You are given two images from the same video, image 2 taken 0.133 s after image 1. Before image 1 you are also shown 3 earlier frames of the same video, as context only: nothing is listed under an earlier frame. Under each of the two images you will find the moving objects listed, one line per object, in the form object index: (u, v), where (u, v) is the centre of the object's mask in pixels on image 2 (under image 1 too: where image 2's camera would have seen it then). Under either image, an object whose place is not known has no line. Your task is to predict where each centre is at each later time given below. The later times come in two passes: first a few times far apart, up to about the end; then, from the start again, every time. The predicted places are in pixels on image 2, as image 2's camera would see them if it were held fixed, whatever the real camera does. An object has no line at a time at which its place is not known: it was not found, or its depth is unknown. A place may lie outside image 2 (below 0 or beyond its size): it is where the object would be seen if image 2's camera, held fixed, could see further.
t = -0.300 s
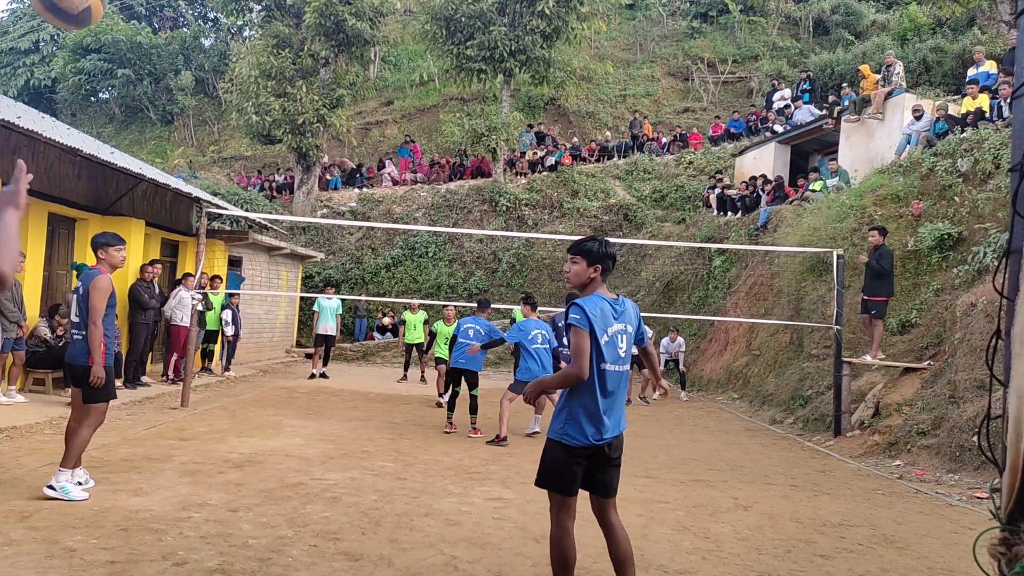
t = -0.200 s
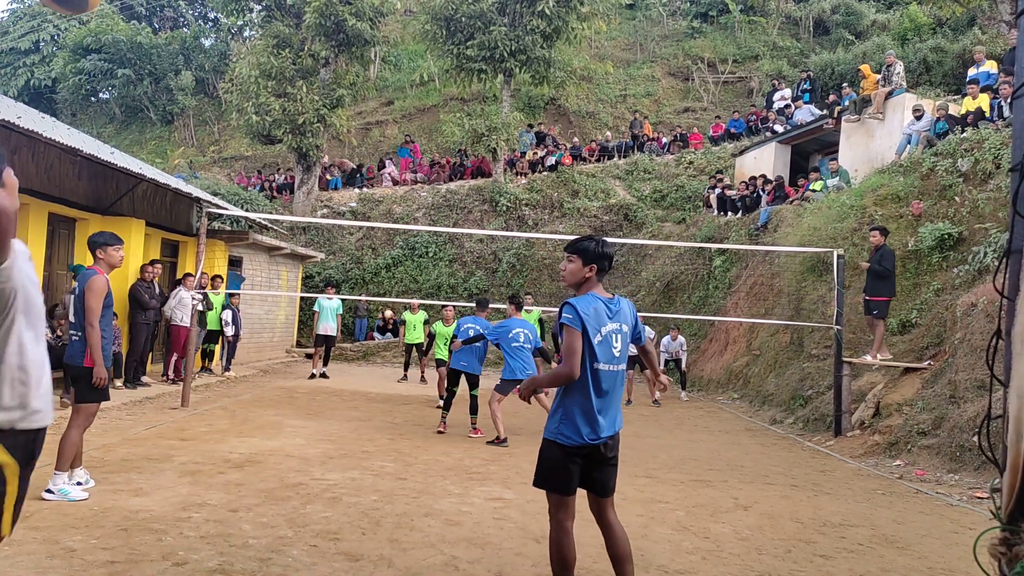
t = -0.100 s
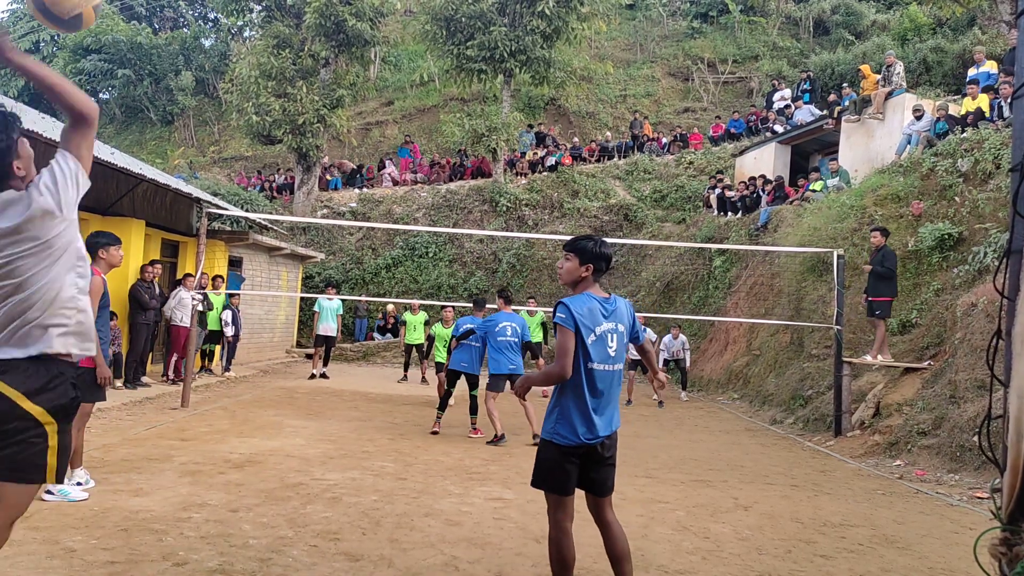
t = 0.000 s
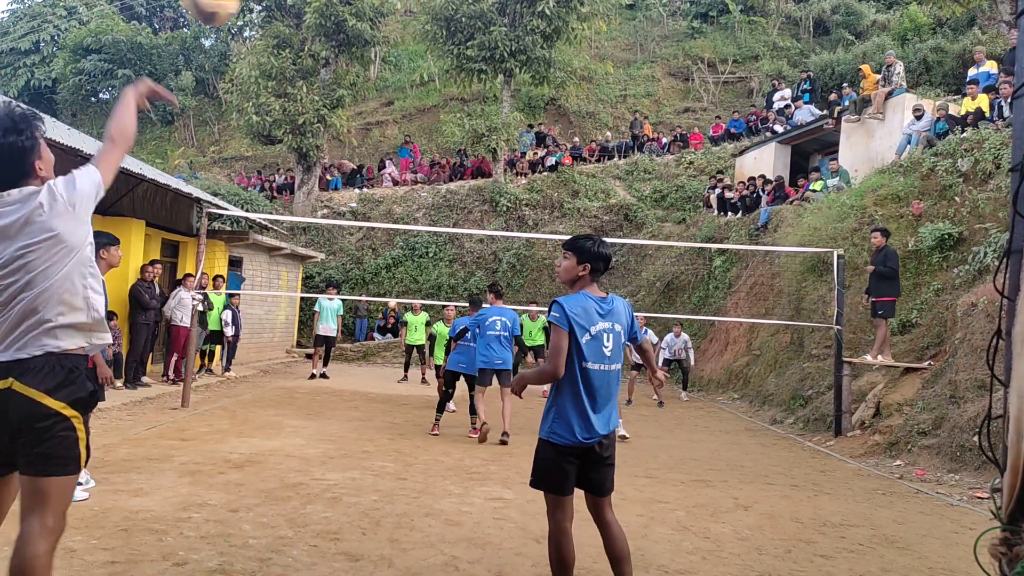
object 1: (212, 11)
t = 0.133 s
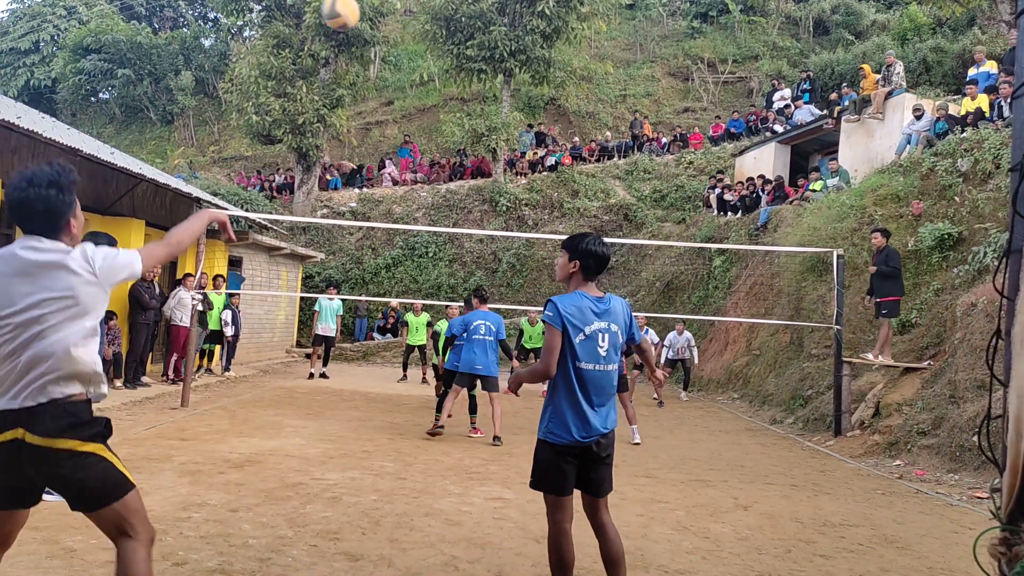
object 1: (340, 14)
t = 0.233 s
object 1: (393, 33)
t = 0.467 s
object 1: (458, 95)
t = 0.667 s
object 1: (490, 157)
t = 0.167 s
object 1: (360, 18)
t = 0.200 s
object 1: (378, 25)
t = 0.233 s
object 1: (393, 33)
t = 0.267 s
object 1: (405, 41)
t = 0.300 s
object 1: (417, 50)
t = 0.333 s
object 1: (426, 59)
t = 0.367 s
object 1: (435, 68)
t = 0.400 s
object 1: (444, 77)
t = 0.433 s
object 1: (451, 86)
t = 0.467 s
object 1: (458, 95)
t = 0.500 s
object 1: (464, 105)
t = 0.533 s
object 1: (470, 114)
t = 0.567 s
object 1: (476, 125)
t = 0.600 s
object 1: (481, 136)
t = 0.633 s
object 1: (486, 147)
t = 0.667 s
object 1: (490, 157)
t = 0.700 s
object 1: (494, 169)
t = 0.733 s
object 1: (498, 180)
